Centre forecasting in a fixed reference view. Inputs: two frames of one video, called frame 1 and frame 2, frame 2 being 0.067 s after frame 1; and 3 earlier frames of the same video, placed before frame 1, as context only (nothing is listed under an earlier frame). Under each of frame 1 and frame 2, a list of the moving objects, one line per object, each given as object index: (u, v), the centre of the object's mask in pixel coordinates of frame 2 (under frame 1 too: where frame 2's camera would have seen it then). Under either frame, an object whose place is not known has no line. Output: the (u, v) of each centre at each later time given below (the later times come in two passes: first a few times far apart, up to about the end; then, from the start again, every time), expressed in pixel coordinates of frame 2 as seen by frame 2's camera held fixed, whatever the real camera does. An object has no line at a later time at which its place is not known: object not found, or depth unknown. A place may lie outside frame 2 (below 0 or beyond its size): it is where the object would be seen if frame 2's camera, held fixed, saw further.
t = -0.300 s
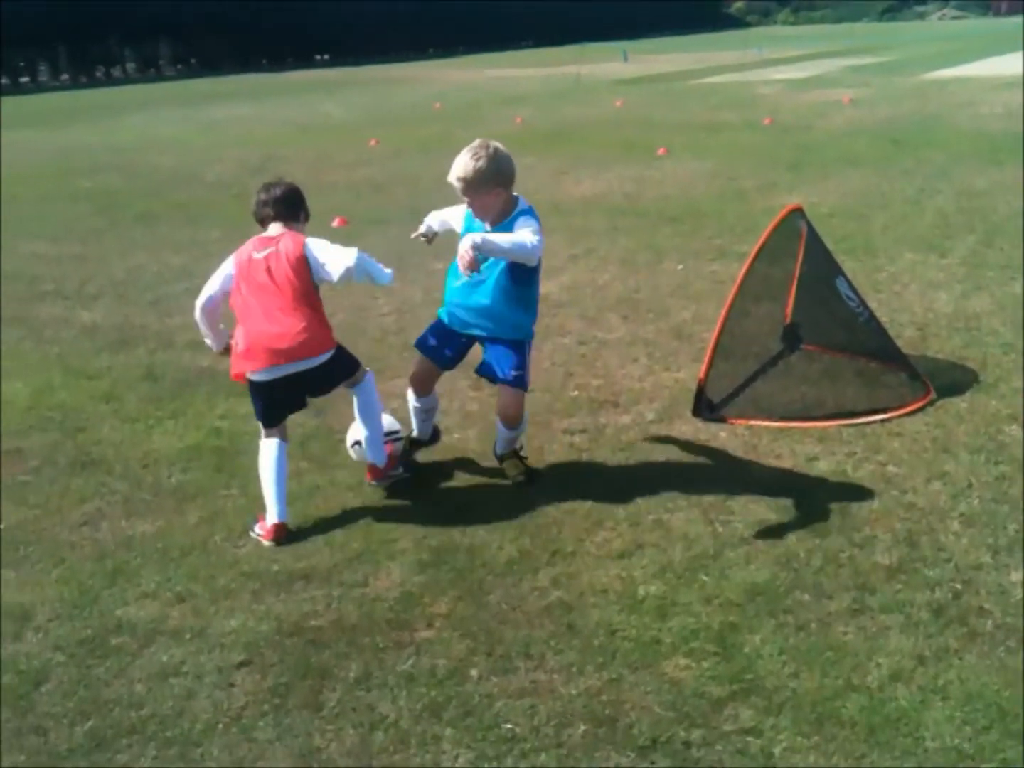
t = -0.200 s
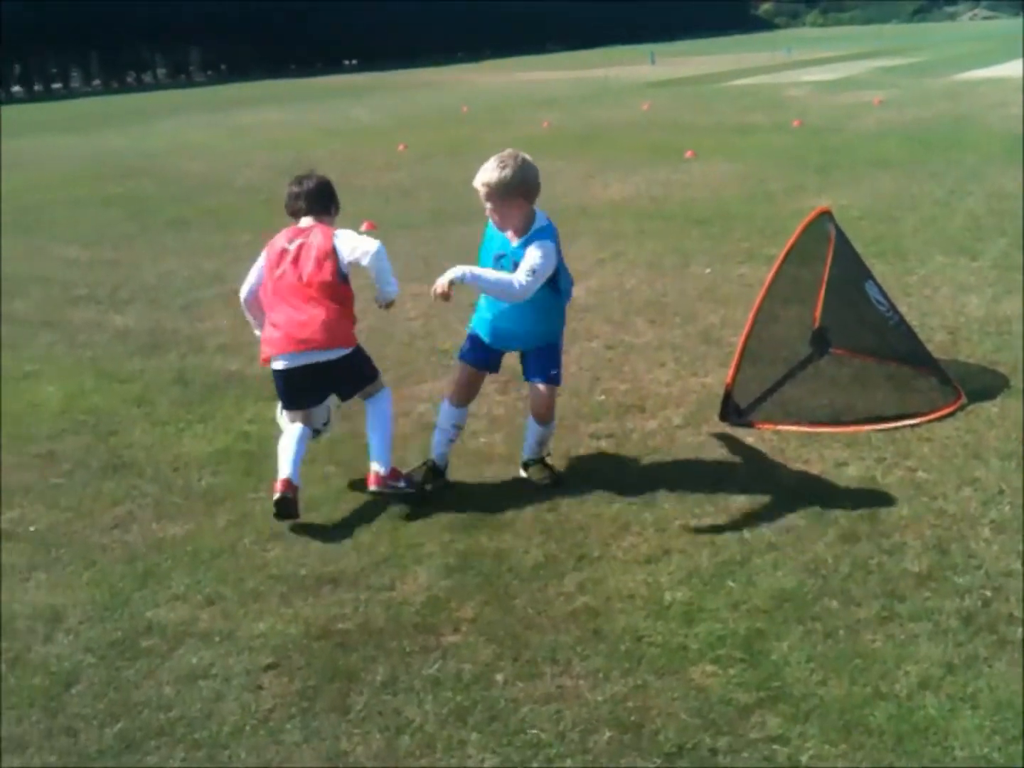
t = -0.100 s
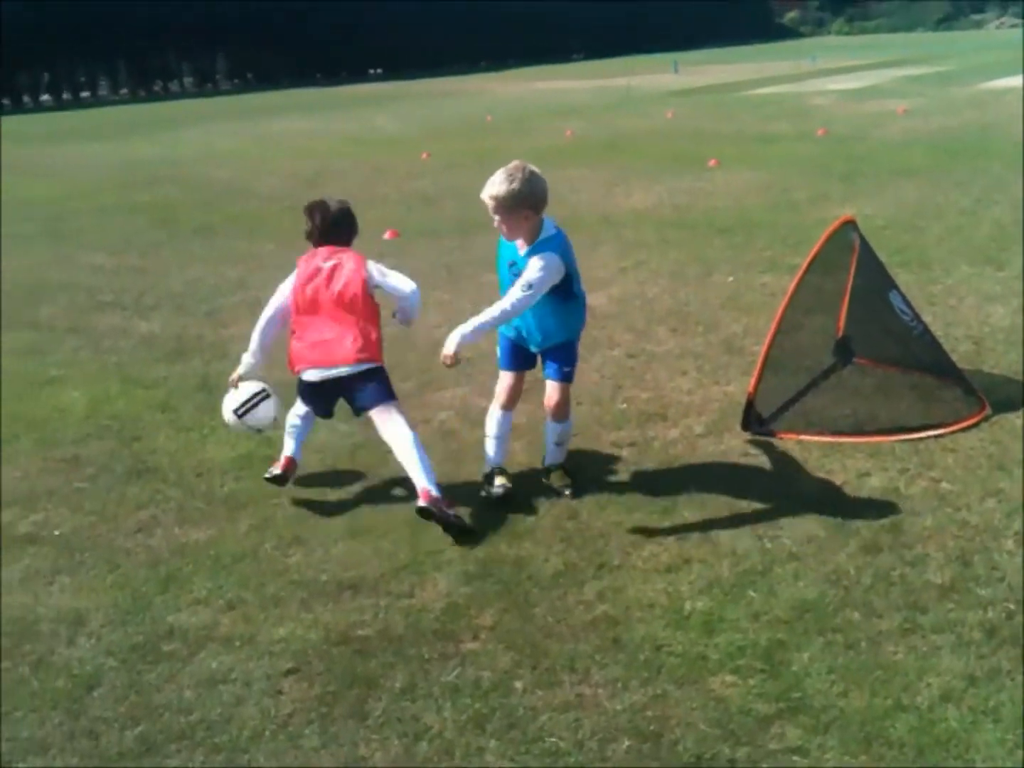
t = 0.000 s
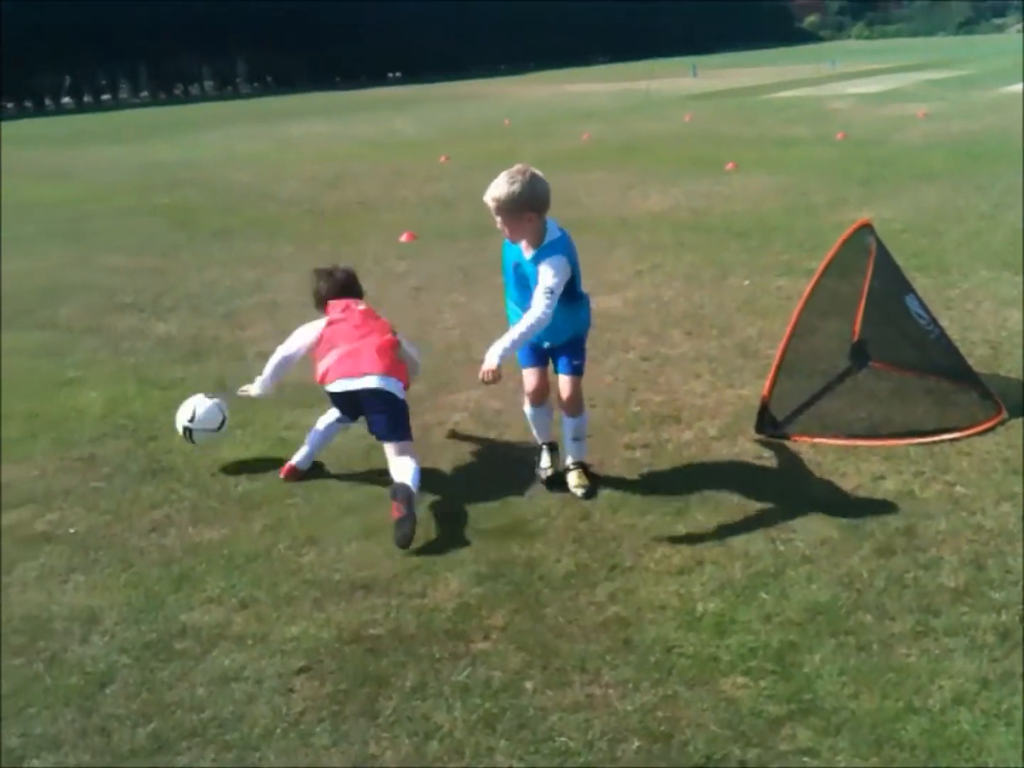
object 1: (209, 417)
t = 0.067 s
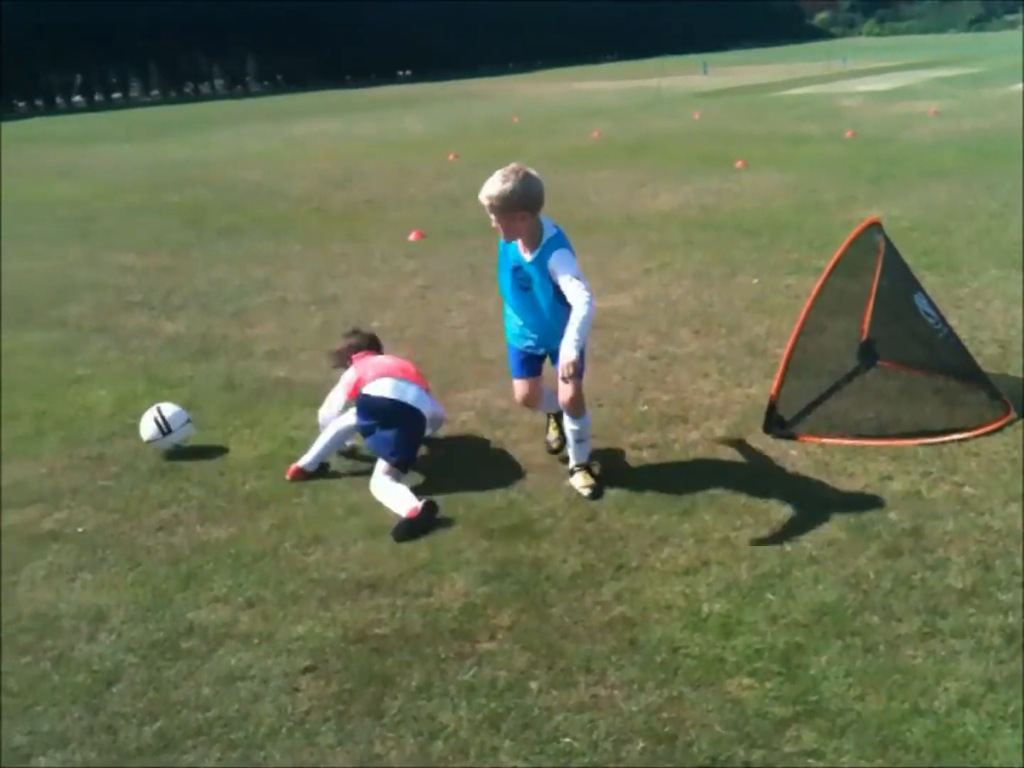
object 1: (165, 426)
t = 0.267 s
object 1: (120, 400)
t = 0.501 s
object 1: (78, 386)
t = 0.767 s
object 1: (35, 367)
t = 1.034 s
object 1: (3, 353)
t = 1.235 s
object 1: (-15, 342)
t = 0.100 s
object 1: (157, 416)
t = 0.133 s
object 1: (148, 408)
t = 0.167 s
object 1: (140, 402)
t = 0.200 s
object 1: (132, 398)
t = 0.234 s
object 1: (125, 397)
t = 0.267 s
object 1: (120, 400)
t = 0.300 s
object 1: (115, 403)
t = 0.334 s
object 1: (109, 402)
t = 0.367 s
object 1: (102, 396)
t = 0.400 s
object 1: (95, 389)
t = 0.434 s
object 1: (89, 386)
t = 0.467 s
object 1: (83, 384)
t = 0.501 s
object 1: (78, 386)
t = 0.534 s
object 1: (72, 387)
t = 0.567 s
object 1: (66, 381)
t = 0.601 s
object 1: (61, 377)
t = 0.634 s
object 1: (55, 376)
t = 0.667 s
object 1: (51, 375)
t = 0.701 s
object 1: (46, 375)
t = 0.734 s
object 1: (39, 371)
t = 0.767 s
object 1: (35, 367)
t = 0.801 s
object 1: (31, 367)
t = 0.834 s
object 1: (26, 366)
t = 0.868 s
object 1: (22, 362)
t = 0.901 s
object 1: (17, 359)
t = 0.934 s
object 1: (14, 358)
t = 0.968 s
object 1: (10, 357)
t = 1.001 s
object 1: (8, 356)
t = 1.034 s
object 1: (3, 353)
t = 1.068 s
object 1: (0, 351)
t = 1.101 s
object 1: (-2, 350)
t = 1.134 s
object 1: (-7, 347)
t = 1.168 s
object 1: (-9, 346)
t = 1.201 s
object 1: (-12, 344)
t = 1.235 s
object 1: (-15, 342)
